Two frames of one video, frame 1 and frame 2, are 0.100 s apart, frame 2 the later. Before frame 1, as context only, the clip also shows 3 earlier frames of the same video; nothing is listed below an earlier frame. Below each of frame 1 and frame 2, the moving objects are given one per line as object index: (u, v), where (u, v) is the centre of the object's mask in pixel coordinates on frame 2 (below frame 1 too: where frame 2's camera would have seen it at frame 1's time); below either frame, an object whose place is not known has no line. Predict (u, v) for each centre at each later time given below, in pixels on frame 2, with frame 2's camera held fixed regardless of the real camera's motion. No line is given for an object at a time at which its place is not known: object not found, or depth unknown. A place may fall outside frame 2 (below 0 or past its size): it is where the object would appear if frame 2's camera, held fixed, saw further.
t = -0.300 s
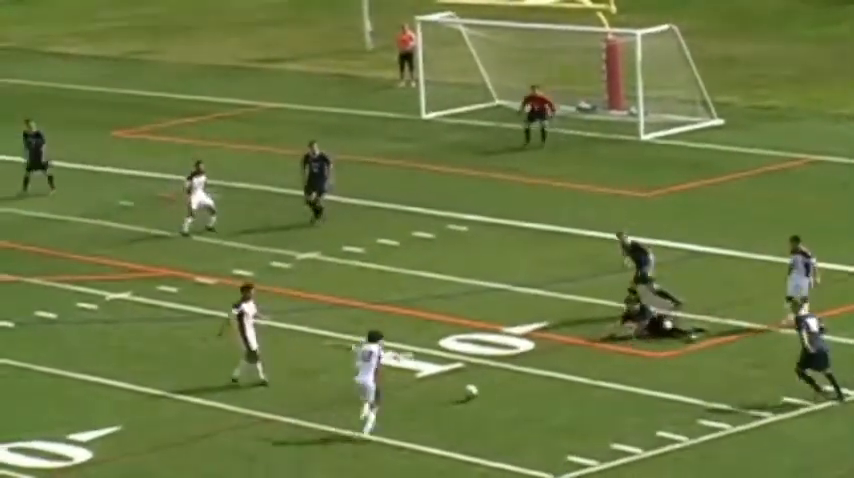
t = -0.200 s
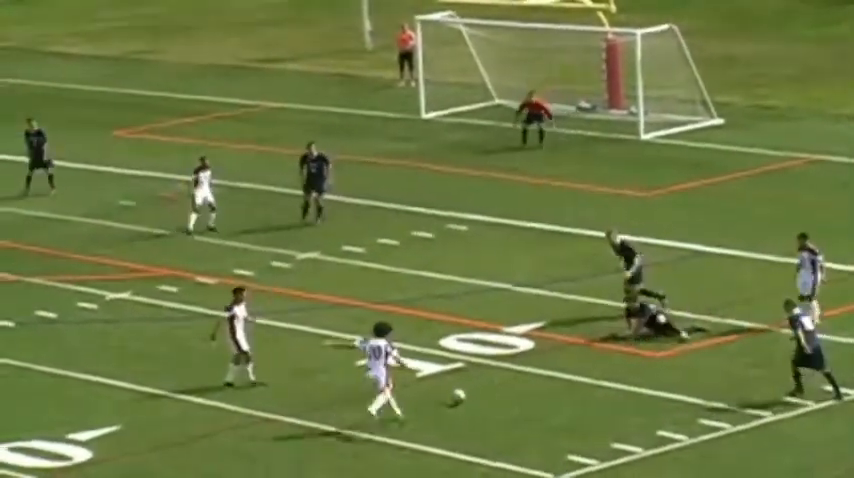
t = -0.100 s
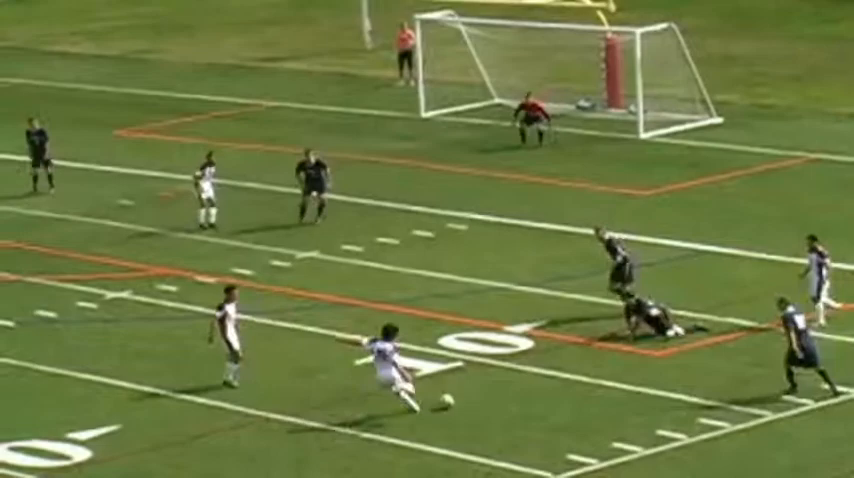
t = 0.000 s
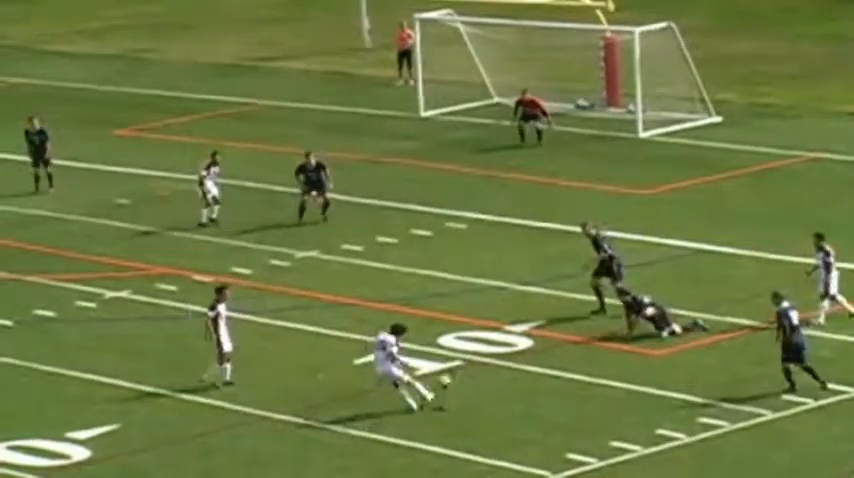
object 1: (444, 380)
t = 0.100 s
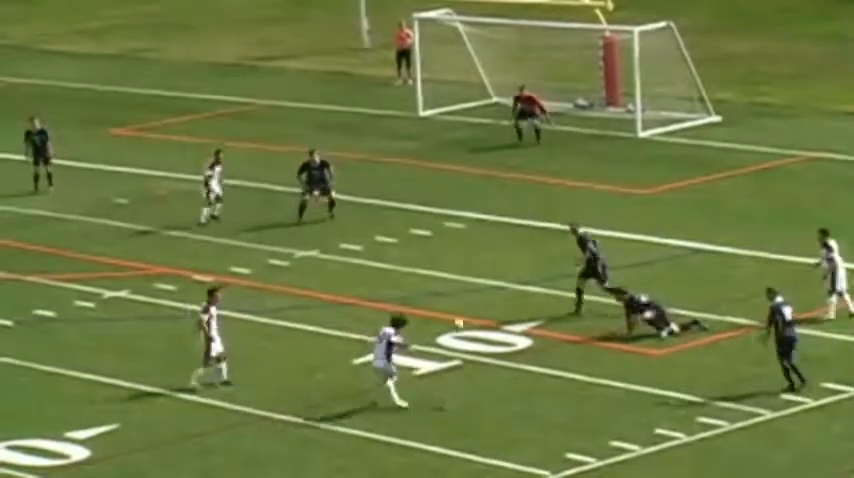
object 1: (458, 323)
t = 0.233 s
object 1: (480, 260)
